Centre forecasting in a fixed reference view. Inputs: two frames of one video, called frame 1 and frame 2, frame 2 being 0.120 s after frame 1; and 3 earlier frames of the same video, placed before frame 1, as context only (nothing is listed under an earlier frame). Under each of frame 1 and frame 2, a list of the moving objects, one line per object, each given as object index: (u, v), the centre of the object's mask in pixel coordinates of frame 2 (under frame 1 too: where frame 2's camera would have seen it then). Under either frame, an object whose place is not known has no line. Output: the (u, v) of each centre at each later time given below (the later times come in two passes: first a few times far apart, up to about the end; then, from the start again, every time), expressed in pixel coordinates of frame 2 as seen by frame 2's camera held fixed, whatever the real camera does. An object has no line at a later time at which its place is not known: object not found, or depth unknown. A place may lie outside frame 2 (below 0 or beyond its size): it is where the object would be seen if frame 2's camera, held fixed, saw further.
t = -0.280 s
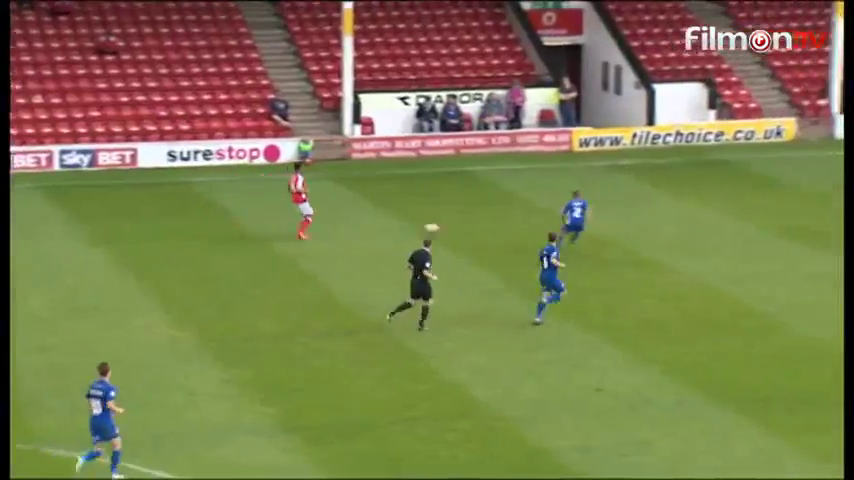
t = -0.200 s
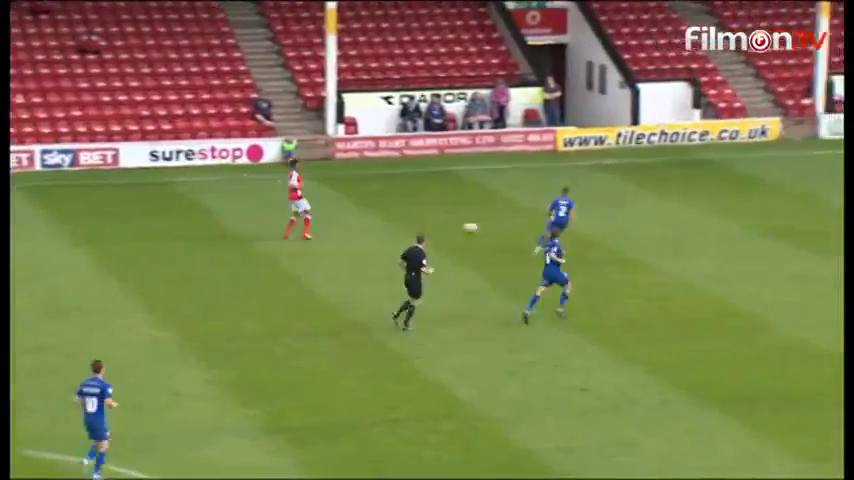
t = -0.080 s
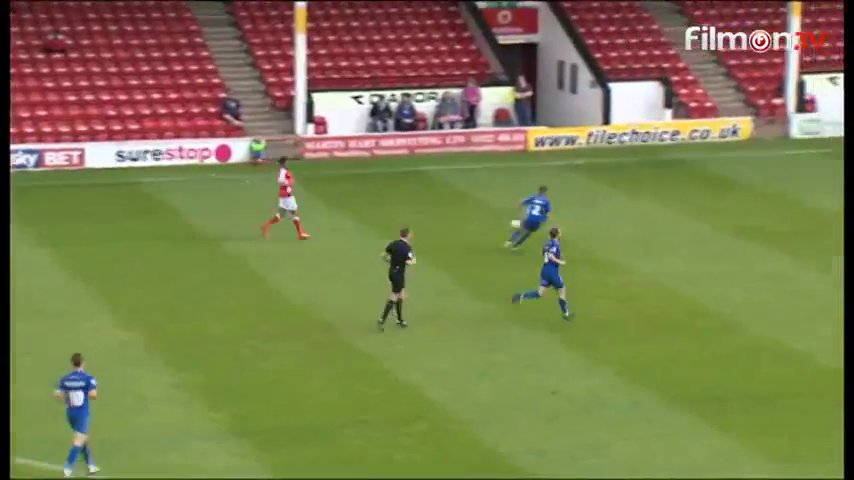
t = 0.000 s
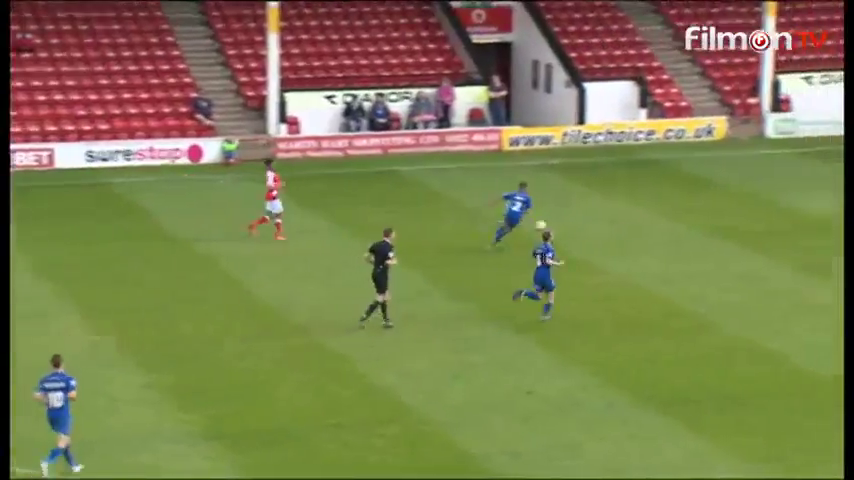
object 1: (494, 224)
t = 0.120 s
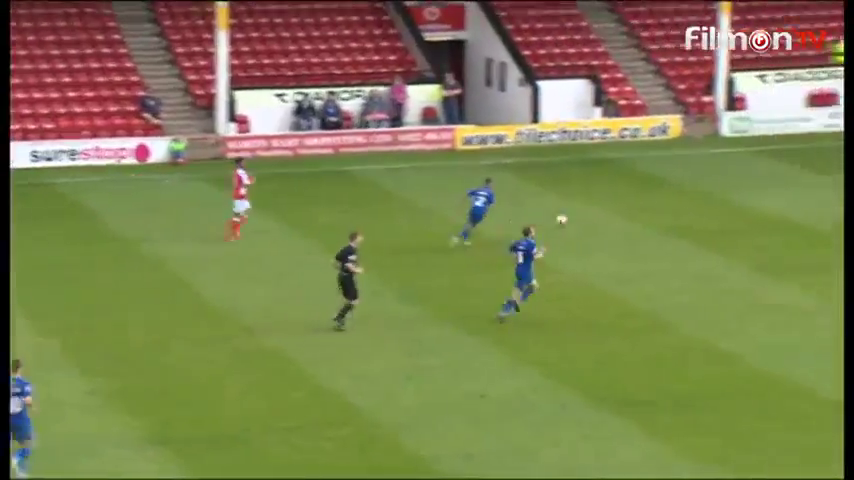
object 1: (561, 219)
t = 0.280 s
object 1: (647, 220)
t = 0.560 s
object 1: (775, 216)
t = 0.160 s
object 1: (584, 219)
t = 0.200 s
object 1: (605, 220)
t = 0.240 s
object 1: (627, 221)
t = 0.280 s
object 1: (647, 220)
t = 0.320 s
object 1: (666, 219)
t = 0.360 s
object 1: (685, 218)
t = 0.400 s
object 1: (705, 218)
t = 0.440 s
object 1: (723, 219)
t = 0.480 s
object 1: (742, 219)
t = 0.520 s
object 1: (759, 218)
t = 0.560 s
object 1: (775, 216)
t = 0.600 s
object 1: (792, 215)
